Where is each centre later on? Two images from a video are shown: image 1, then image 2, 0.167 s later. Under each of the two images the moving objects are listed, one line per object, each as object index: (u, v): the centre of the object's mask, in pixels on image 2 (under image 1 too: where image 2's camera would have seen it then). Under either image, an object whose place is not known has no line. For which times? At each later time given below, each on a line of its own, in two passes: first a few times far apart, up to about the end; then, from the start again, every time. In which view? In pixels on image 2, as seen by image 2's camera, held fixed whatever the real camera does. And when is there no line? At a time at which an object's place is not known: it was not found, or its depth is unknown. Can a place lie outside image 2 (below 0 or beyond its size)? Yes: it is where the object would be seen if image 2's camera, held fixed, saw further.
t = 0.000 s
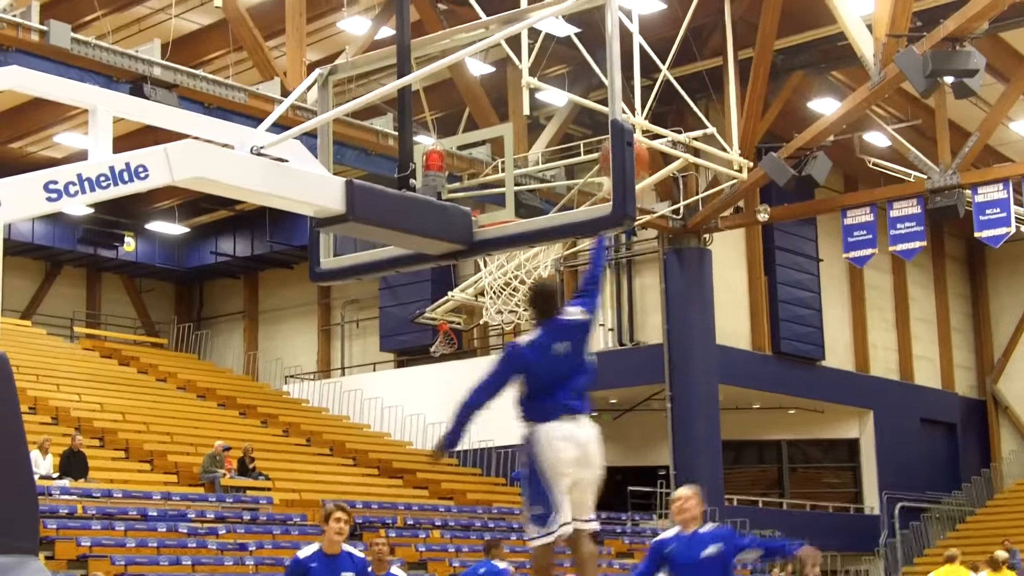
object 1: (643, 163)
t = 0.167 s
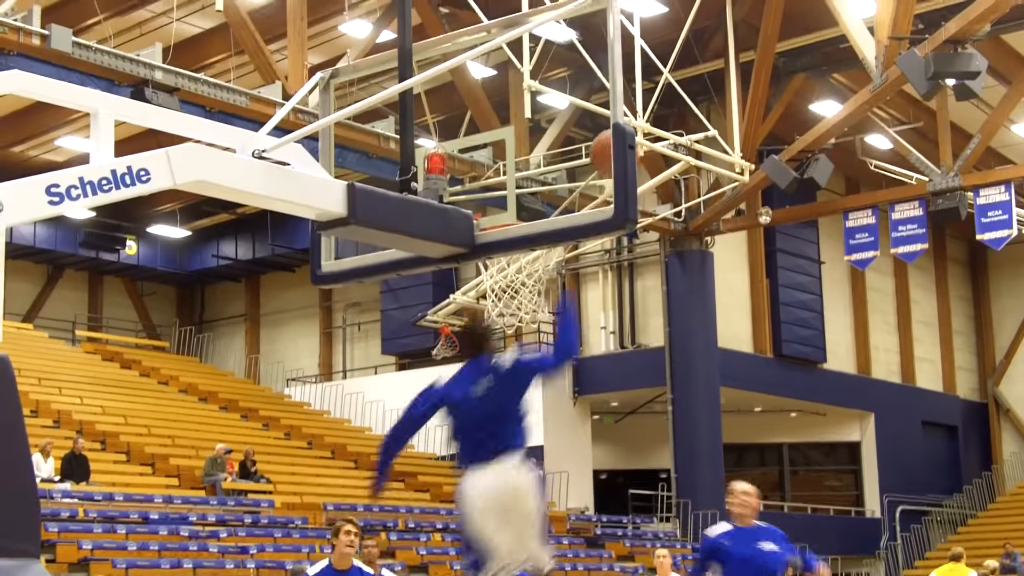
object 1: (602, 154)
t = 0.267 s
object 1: (598, 178)
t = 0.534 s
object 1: (598, 341)
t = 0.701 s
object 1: (596, 522)
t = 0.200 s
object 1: (601, 160)
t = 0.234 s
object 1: (601, 167)
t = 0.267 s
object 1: (598, 178)
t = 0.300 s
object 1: (598, 186)
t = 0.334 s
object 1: (596, 195)
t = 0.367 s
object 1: (594, 202)
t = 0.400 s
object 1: (605, 248)
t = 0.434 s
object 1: (601, 261)
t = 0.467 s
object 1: (600, 278)
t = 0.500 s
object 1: (599, 303)
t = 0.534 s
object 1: (598, 341)
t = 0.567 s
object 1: (598, 372)
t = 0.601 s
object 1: (597, 399)
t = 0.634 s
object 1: (596, 435)
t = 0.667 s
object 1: (597, 478)
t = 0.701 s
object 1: (596, 522)
